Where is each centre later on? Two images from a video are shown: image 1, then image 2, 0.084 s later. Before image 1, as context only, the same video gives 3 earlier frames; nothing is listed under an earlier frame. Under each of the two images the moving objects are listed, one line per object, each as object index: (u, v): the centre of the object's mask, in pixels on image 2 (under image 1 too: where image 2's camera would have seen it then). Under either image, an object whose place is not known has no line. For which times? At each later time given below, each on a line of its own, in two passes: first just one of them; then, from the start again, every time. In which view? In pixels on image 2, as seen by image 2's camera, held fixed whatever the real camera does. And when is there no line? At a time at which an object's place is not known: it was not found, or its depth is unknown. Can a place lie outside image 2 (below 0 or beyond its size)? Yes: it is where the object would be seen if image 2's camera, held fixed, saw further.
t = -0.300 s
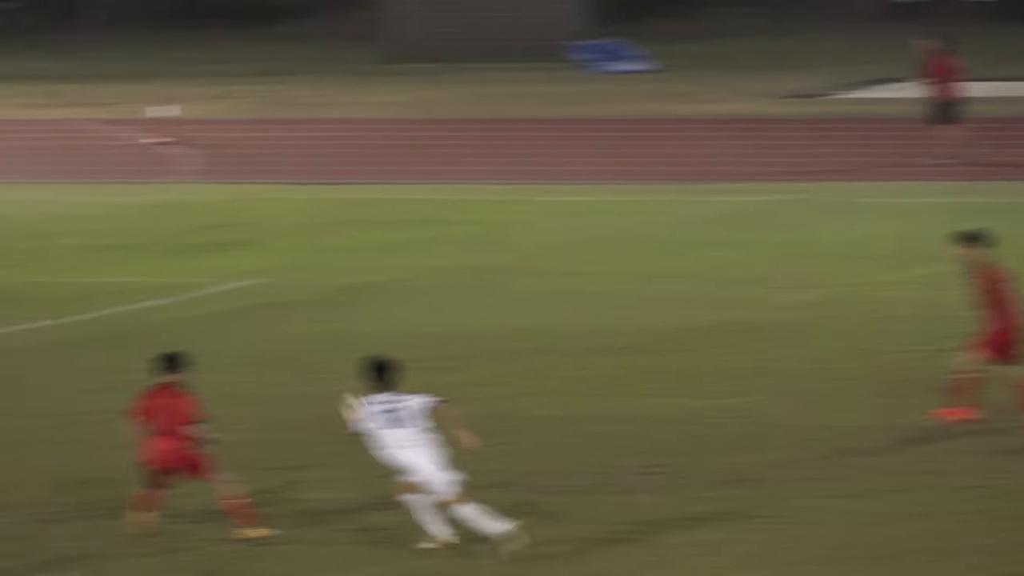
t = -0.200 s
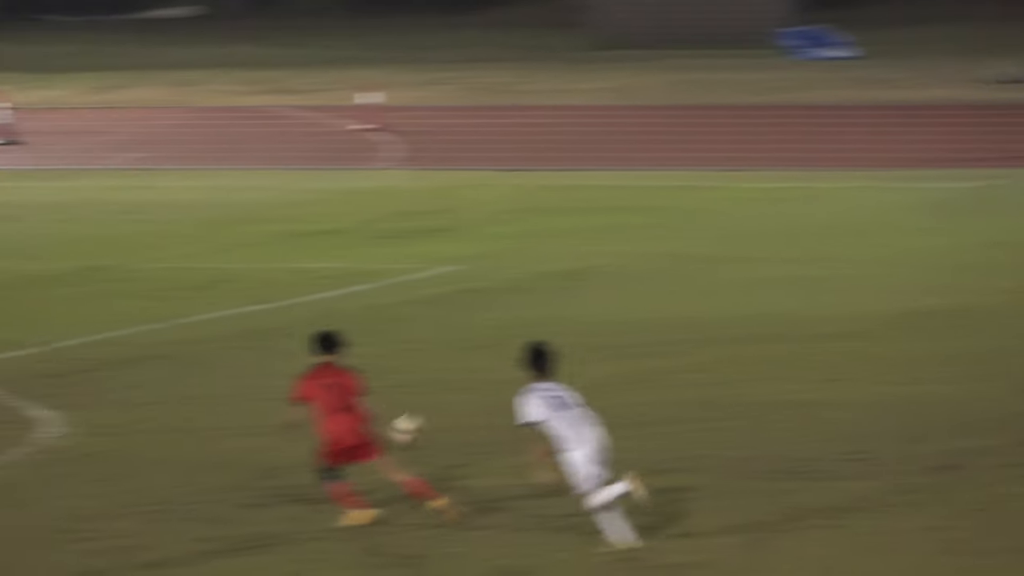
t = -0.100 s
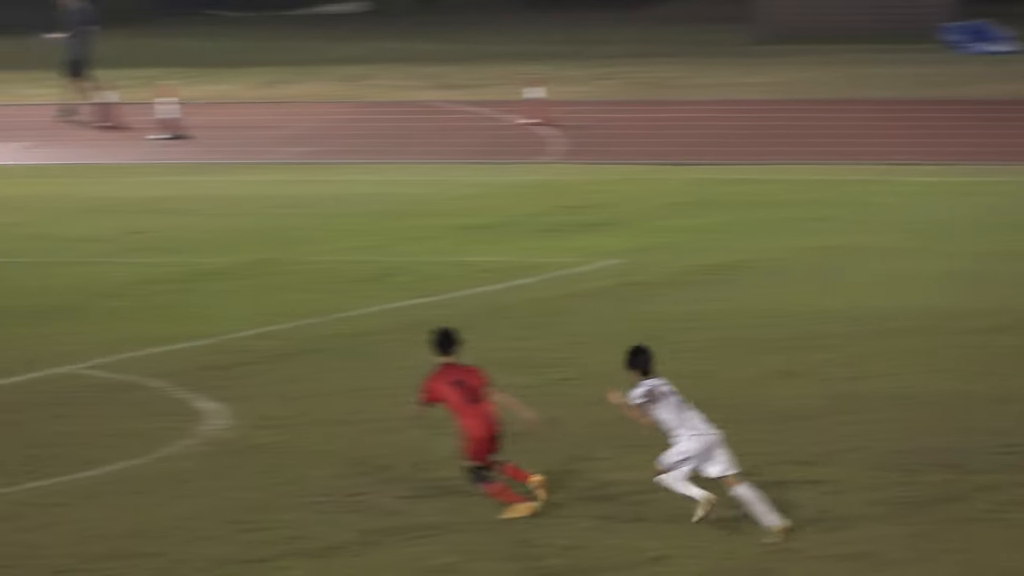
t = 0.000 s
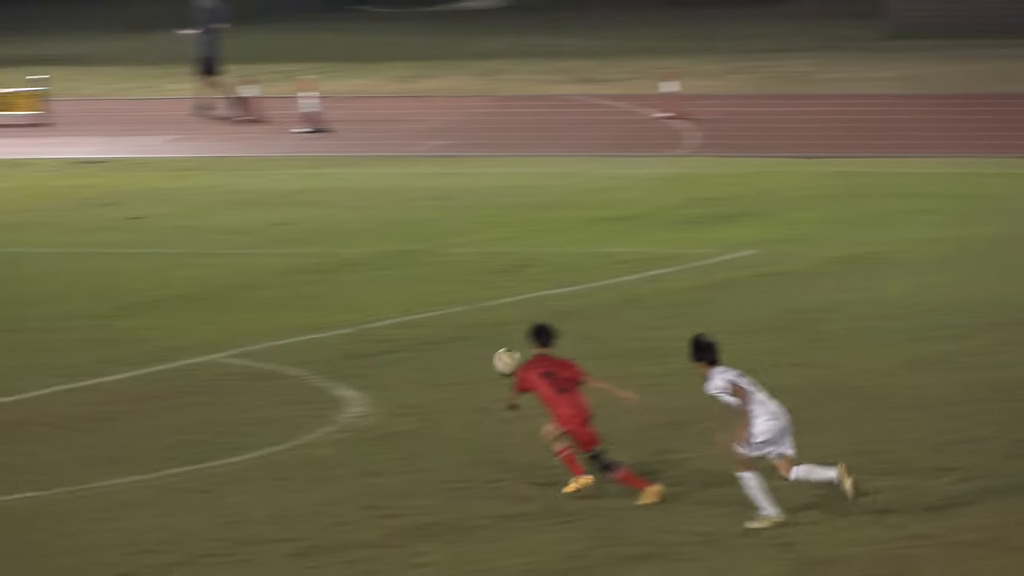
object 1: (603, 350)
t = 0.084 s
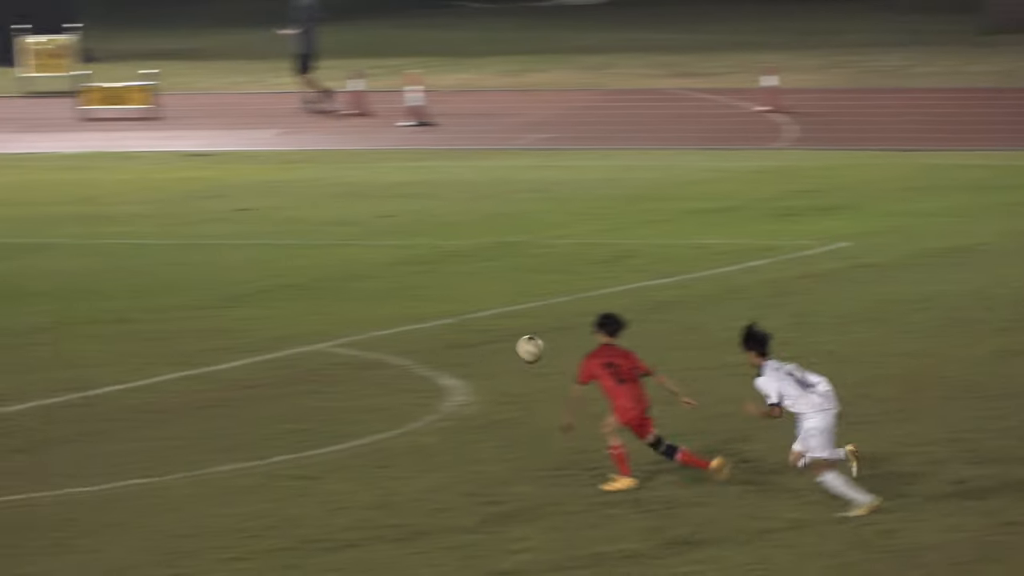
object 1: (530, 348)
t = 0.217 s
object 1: (410, 365)
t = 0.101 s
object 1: (515, 350)
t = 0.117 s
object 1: (500, 351)
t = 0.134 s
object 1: (484, 352)
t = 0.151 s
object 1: (470, 354)
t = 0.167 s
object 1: (455, 356)
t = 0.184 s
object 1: (440, 359)
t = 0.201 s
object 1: (425, 362)
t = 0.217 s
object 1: (410, 365)
